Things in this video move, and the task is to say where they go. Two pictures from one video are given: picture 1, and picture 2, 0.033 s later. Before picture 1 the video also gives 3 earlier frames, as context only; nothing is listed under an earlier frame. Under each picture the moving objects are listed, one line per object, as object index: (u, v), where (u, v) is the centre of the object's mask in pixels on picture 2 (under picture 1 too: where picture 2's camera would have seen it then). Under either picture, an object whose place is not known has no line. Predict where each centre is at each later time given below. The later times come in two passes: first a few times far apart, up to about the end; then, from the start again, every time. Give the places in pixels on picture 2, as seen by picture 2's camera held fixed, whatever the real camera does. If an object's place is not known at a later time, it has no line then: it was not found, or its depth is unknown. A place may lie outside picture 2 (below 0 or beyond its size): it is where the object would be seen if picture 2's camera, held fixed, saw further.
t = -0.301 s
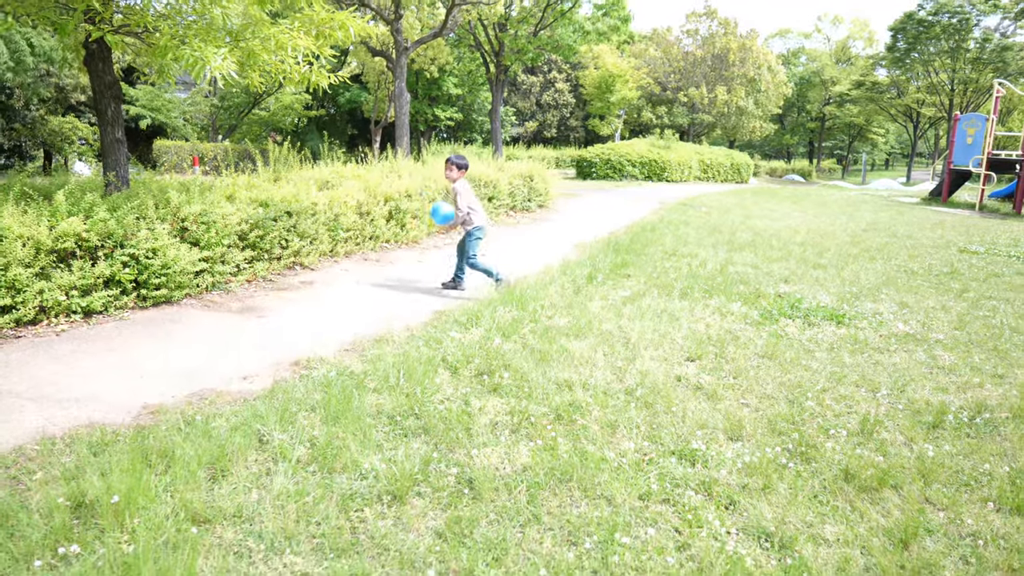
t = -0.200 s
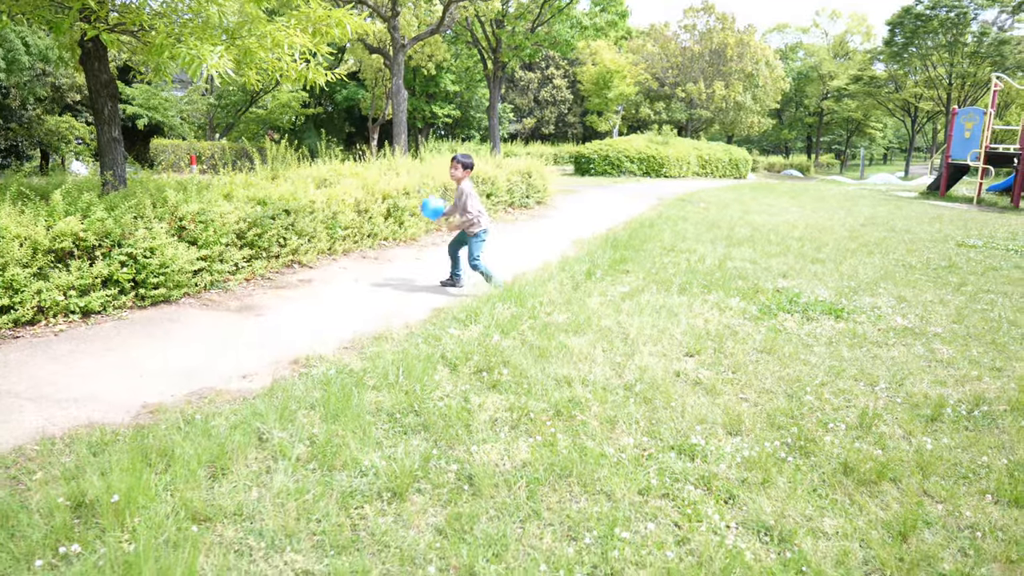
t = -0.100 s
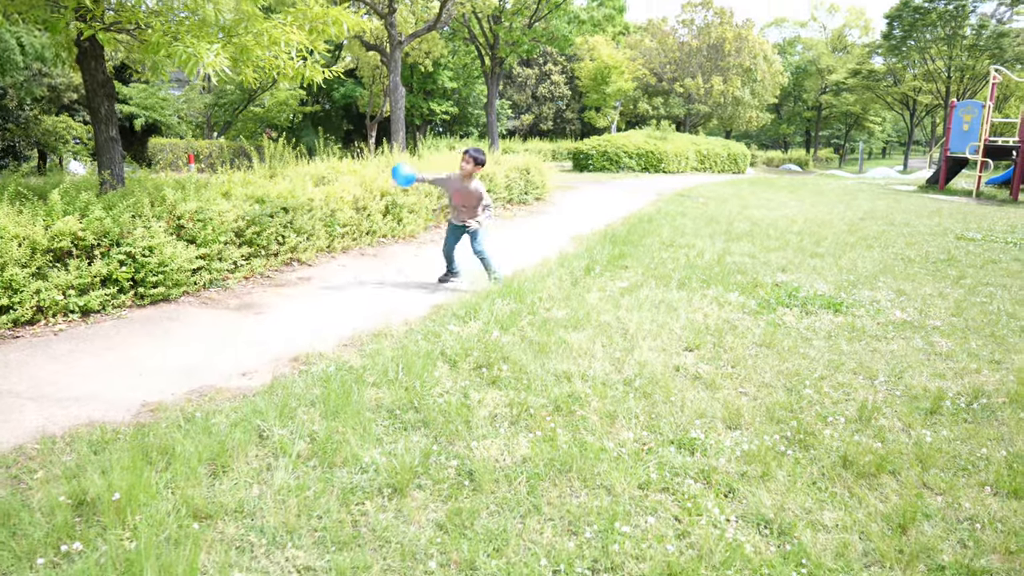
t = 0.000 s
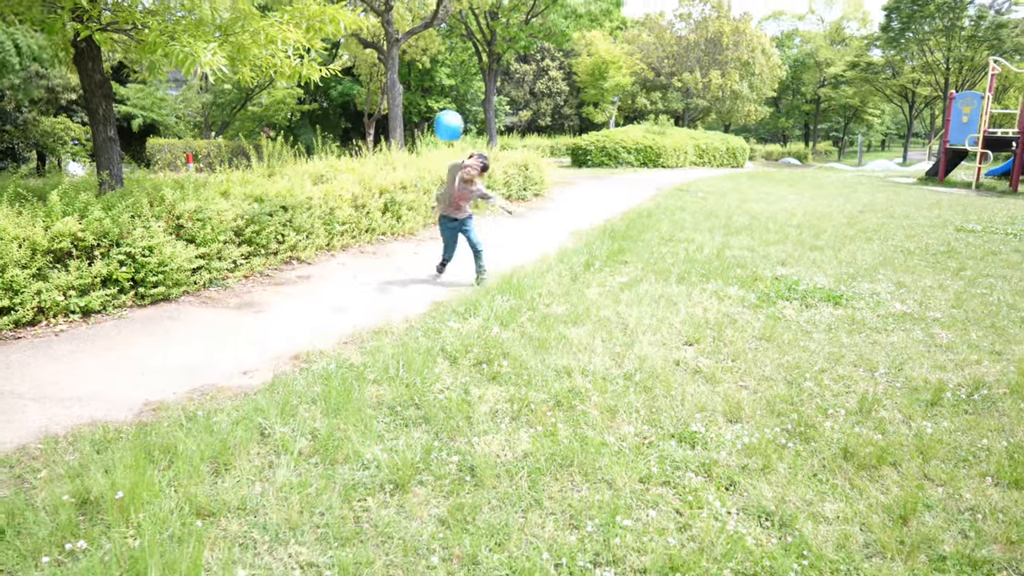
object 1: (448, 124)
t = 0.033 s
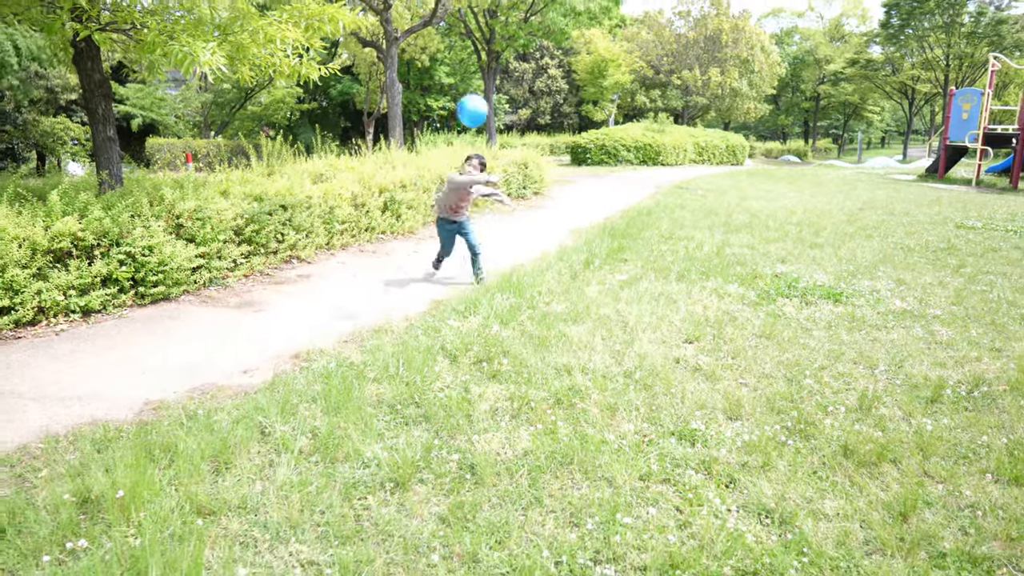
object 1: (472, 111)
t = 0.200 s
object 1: (631, 65)
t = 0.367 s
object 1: (869, 73)
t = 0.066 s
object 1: (499, 98)
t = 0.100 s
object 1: (529, 87)
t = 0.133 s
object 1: (560, 78)
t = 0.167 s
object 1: (594, 71)
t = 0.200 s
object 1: (631, 65)
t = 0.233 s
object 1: (672, 61)
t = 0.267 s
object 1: (716, 60)
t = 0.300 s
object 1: (765, 60)
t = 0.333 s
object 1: (814, 65)
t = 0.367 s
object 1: (869, 73)
